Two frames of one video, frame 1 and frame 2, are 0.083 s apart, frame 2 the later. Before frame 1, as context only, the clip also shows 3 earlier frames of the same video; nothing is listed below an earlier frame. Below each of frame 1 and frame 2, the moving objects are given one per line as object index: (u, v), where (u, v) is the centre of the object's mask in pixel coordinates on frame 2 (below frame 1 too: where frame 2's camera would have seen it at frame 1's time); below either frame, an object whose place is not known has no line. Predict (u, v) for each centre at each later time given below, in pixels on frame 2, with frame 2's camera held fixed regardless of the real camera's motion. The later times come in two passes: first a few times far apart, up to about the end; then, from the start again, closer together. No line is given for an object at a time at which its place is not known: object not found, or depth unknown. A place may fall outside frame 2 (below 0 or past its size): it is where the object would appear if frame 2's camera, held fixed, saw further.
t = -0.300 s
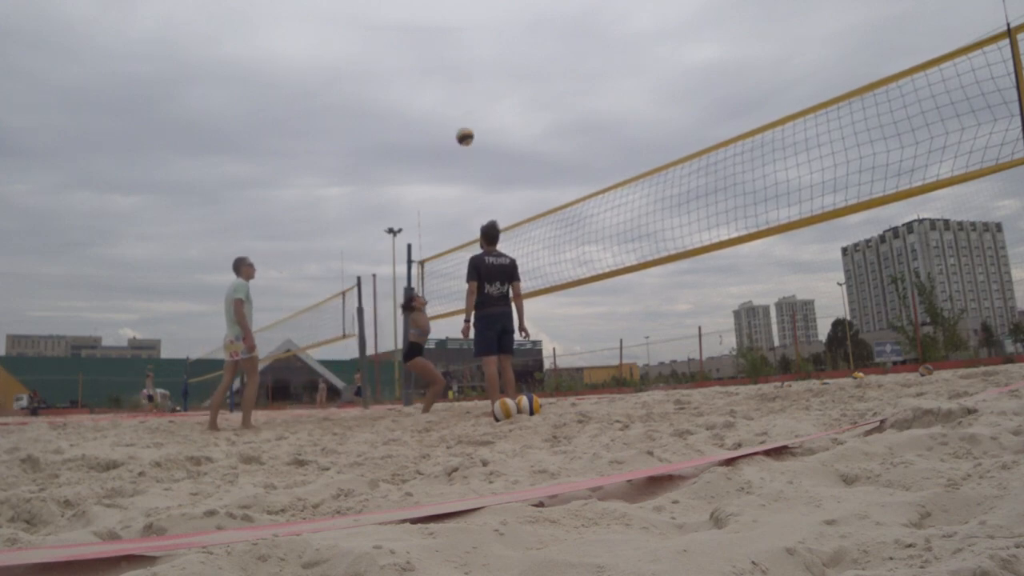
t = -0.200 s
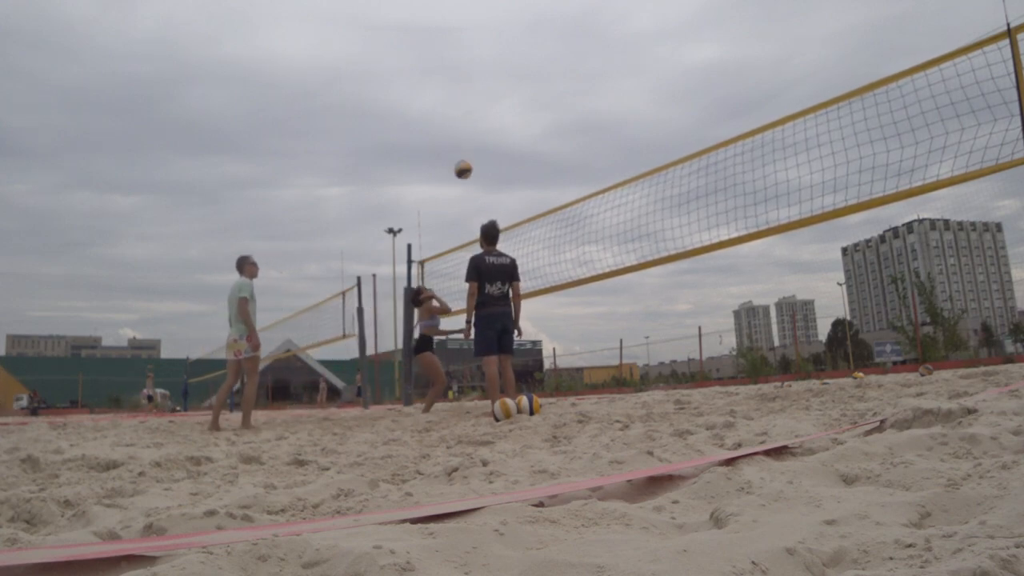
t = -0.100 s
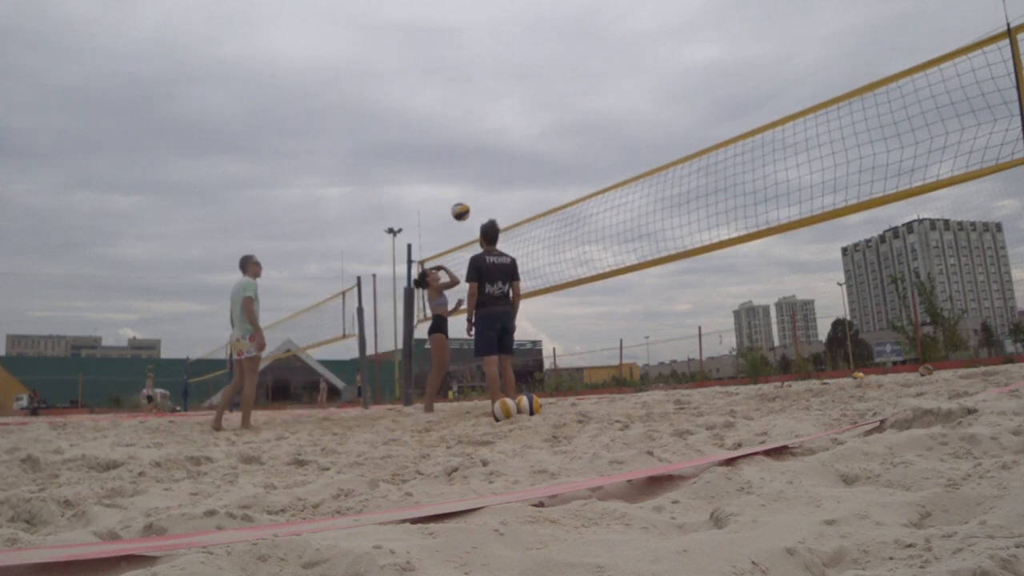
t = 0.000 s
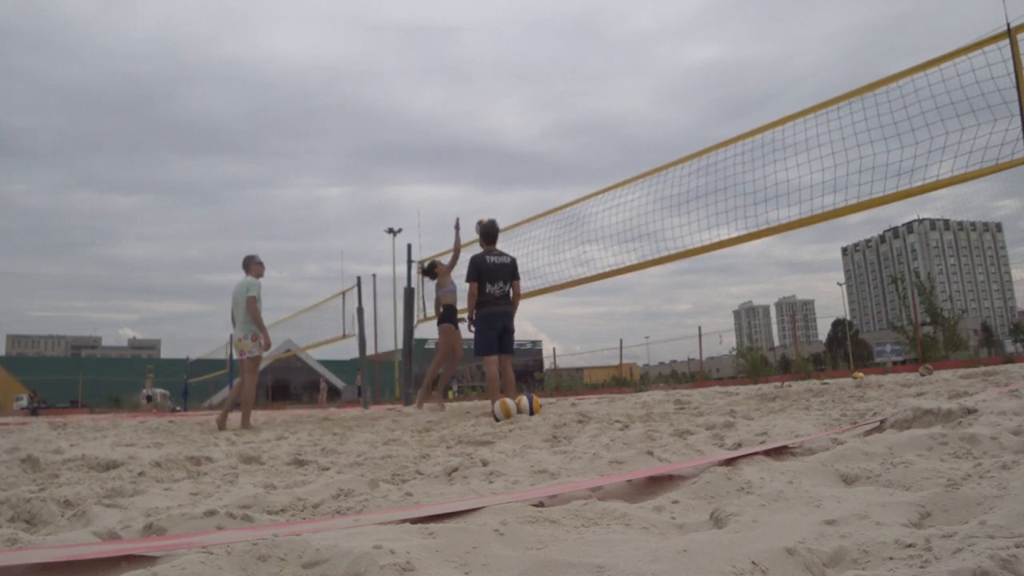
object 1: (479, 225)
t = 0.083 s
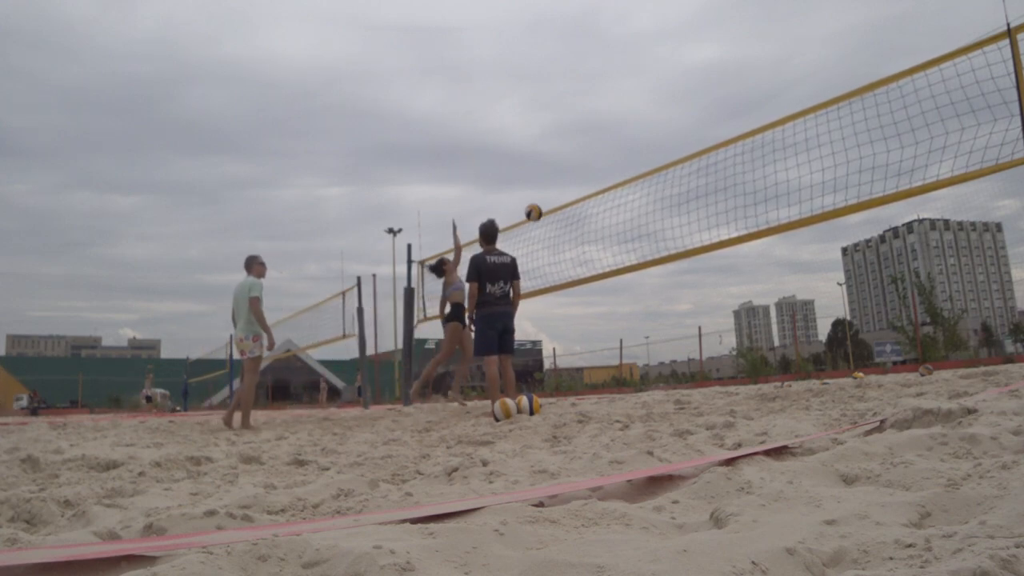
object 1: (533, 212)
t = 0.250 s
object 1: (577, 192)
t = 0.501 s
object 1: (608, 190)
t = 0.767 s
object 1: (647, 247)
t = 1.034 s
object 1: (693, 377)
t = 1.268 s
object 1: (715, 381)
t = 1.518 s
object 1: (733, 385)
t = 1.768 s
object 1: (749, 383)
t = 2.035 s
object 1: (762, 382)
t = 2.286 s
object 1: (768, 381)
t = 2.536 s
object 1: (776, 382)
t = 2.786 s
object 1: (782, 382)
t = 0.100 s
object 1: (543, 210)
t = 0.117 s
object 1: (552, 208)
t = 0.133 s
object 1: (561, 207)
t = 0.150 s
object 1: (565, 205)
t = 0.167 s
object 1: (567, 203)
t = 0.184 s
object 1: (570, 200)
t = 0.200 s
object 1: (572, 198)
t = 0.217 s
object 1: (573, 196)
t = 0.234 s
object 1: (575, 193)
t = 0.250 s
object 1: (577, 192)
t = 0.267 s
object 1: (579, 190)
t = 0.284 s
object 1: (581, 188)
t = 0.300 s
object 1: (583, 187)
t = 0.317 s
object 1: (585, 185)
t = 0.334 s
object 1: (587, 185)
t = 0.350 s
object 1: (589, 184)
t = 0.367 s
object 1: (591, 184)
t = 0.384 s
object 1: (593, 183)
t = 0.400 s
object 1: (595, 184)
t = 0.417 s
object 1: (597, 184)
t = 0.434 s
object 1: (600, 186)
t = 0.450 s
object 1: (601, 187)
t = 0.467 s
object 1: (604, 188)
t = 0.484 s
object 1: (606, 189)
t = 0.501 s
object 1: (608, 190)
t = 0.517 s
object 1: (610, 193)
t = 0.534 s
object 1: (613, 195)
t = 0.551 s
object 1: (615, 196)
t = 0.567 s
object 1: (617, 199)
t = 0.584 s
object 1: (620, 201)
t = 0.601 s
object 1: (622, 204)
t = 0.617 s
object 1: (624, 207)
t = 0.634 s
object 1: (627, 211)
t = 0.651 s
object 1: (629, 214)
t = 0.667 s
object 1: (632, 218)
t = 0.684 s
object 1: (634, 222)
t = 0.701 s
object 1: (637, 227)
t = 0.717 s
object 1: (639, 232)
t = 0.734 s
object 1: (642, 236)
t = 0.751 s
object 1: (645, 242)
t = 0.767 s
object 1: (647, 247)
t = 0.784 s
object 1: (650, 252)
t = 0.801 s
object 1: (652, 257)
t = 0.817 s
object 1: (656, 270)
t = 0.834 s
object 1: (659, 274)
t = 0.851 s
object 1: (661, 279)
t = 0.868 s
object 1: (664, 286)
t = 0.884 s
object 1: (667, 294)
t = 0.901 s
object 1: (670, 302)
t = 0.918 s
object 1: (673, 310)
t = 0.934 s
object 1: (676, 319)
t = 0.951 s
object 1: (679, 328)
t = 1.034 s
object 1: (693, 377)
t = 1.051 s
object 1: (696, 385)
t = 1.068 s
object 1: (698, 384)
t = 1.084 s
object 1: (699, 382)
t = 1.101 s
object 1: (701, 380)
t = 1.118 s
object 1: (703, 380)
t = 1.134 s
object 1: (704, 379)
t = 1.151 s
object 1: (705, 379)
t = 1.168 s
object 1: (706, 378)
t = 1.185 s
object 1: (708, 378)
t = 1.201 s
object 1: (709, 379)
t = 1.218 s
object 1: (710, 379)
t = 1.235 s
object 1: (712, 380)
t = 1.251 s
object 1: (713, 380)
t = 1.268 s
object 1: (715, 381)
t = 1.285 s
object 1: (716, 383)
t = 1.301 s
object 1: (718, 384)
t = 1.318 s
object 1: (719, 384)
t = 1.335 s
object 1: (721, 383)
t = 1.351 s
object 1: (723, 382)
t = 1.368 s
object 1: (724, 383)
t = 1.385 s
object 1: (725, 383)
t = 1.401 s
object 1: (726, 384)
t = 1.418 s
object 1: (727, 384)
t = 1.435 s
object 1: (729, 384)
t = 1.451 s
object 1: (730, 383)
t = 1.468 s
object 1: (731, 383)
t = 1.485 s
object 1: (732, 384)
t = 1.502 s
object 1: (733, 384)
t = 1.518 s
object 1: (733, 385)
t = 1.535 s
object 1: (735, 385)
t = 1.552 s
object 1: (737, 385)
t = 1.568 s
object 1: (737, 385)
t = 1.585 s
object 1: (737, 385)
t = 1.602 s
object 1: (738, 385)
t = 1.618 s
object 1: (739, 384)
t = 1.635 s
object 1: (740, 383)
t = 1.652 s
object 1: (742, 383)
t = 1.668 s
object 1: (743, 383)
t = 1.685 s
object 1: (744, 382)
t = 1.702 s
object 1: (745, 384)
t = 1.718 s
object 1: (746, 382)
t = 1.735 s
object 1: (747, 381)
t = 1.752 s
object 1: (748, 382)
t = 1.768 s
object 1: (749, 383)
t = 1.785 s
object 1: (750, 383)
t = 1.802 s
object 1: (750, 384)
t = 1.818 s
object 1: (751, 383)
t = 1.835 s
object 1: (752, 383)
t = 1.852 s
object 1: (753, 383)
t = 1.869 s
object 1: (754, 382)
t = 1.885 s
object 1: (755, 383)
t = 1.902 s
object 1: (756, 382)
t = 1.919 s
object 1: (757, 382)
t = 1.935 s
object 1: (757, 382)
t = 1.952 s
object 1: (758, 382)
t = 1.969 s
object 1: (758, 382)
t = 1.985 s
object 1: (760, 382)
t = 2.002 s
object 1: (760, 382)
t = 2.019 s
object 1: (761, 382)
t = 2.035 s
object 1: (762, 382)
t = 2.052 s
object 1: (762, 382)
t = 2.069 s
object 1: (763, 381)
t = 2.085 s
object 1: (763, 381)
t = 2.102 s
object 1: (764, 381)
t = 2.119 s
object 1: (764, 381)
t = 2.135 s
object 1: (765, 381)
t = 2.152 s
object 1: (765, 381)
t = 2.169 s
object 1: (765, 381)
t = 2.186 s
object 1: (766, 381)
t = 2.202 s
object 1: (766, 381)
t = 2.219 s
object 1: (767, 381)
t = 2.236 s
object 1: (768, 381)
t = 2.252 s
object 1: (767, 381)
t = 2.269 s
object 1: (768, 381)
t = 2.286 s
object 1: (768, 381)
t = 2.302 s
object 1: (769, 381)
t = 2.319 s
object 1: (769, 381)
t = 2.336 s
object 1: (770, 381)
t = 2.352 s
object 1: (771, 381)
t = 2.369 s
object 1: (771, 381)
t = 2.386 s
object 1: (772, 381)
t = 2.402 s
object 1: (772, 381)
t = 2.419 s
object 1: (773, 381)
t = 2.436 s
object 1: (774, 381)
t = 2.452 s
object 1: (774, 381)
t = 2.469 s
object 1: (774, 381)
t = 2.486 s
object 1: (775, 382)
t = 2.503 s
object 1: (775, 382)
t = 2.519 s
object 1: (776, 382)
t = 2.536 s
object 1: (776, 382)
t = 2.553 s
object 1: (777, 382)
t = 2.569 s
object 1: (779, 382)
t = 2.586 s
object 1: (780, 383)
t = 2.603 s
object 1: (780, 383)
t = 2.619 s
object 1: (780, 382)
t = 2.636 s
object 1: (781, 382)
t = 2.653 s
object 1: (782, 382)
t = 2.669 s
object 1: (782, 382)
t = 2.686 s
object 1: (782, 382)
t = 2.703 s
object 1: (782, 382)
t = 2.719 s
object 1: (782, 382)
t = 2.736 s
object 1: (782, 383)
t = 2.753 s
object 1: (782, 383)
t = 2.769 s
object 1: (782, 382)
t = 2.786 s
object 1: (782, 382)
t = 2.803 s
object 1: (782, 382)
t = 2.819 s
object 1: (782, 382)
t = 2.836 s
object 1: (782, 382)
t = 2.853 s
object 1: (782, 382)
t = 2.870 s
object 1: (782, 382)
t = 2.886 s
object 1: (782, 382)
